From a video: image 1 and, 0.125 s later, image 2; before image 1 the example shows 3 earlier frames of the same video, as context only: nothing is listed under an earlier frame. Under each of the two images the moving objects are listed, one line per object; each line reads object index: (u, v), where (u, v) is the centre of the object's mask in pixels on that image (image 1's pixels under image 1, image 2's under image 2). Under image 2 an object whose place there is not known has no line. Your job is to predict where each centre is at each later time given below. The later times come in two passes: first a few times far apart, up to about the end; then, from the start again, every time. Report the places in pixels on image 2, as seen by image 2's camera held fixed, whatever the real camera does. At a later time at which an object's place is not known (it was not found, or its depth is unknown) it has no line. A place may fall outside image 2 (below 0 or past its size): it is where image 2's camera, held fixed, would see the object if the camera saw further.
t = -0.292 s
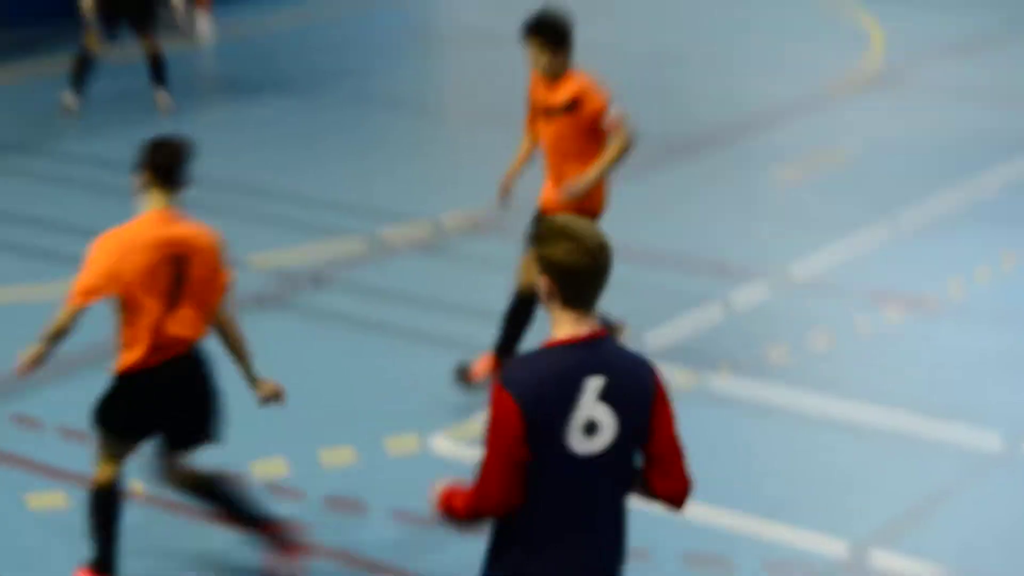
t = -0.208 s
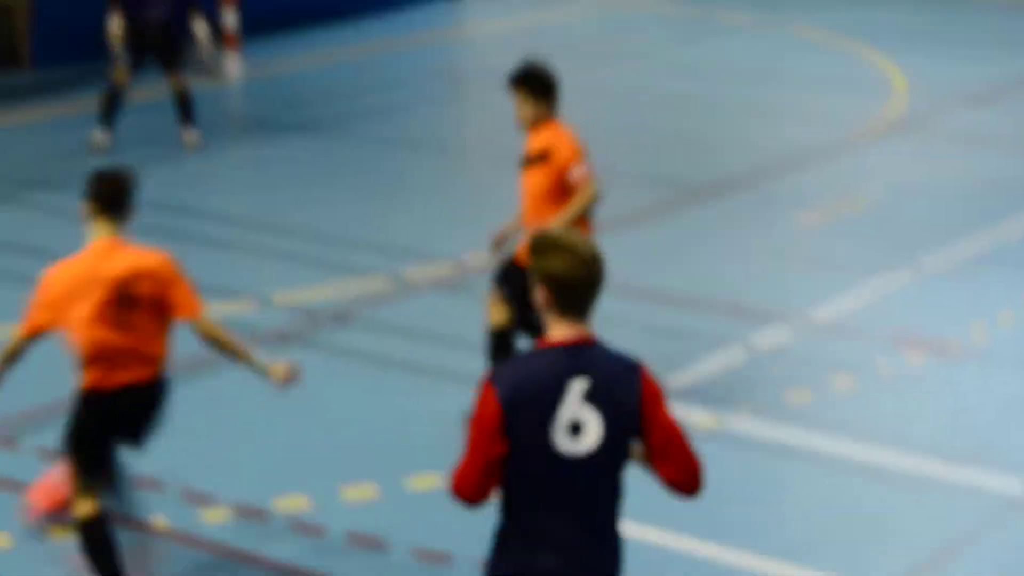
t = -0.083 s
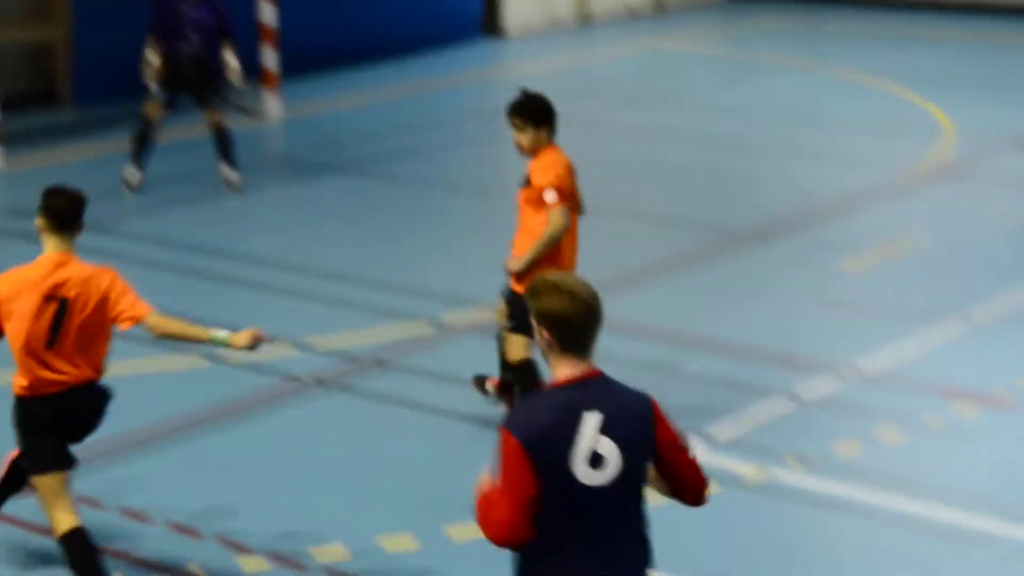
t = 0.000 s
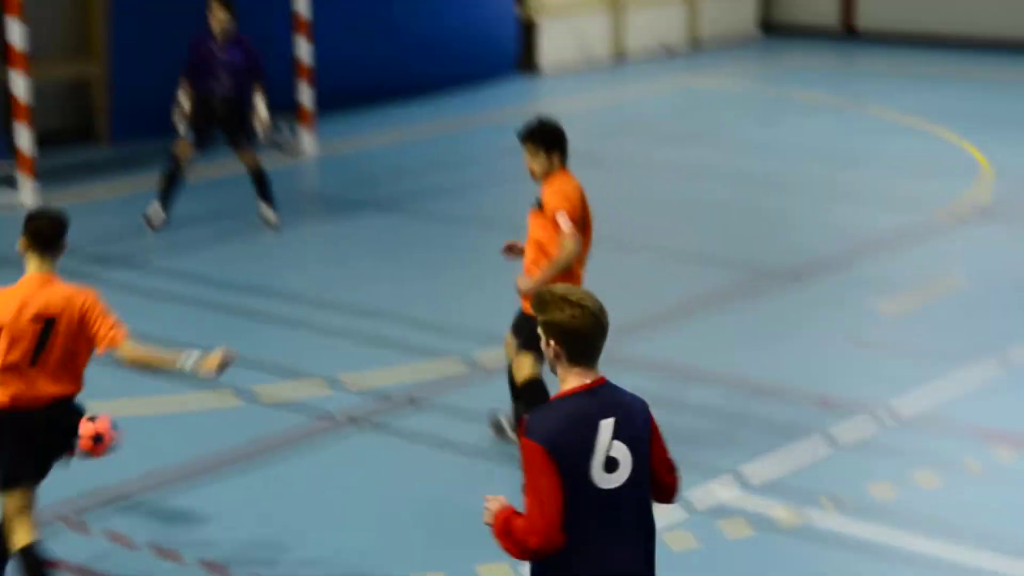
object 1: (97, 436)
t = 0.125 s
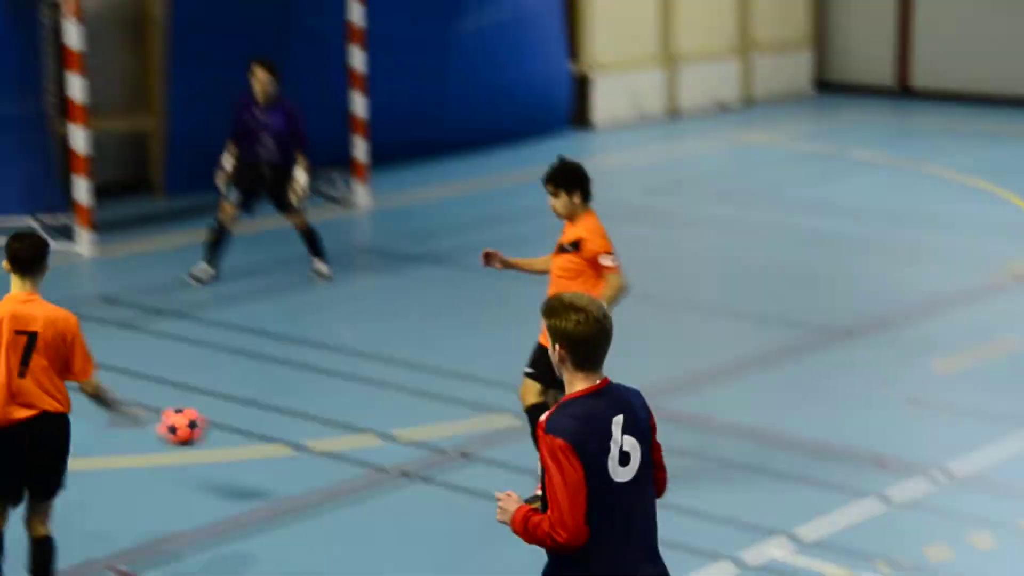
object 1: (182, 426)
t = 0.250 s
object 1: (219, 406)
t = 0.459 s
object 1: (244, 341)
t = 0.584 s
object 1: (255, 318)
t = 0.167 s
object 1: (193, 416)
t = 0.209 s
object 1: (206, 409)
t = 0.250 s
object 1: (219, 406)
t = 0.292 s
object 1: (228, 406)
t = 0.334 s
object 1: (235, 392)
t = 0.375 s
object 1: (239, 372)
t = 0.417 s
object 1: (242, 355)
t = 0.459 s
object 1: (244, 341)
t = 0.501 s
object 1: (249, 330)
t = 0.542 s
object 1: (251, 323)
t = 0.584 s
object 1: (255, 318)
